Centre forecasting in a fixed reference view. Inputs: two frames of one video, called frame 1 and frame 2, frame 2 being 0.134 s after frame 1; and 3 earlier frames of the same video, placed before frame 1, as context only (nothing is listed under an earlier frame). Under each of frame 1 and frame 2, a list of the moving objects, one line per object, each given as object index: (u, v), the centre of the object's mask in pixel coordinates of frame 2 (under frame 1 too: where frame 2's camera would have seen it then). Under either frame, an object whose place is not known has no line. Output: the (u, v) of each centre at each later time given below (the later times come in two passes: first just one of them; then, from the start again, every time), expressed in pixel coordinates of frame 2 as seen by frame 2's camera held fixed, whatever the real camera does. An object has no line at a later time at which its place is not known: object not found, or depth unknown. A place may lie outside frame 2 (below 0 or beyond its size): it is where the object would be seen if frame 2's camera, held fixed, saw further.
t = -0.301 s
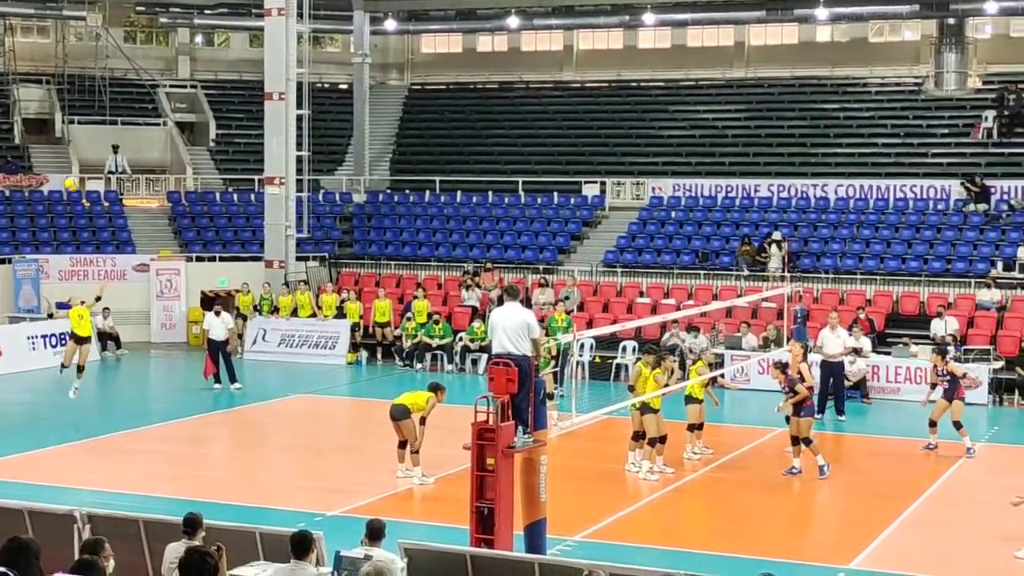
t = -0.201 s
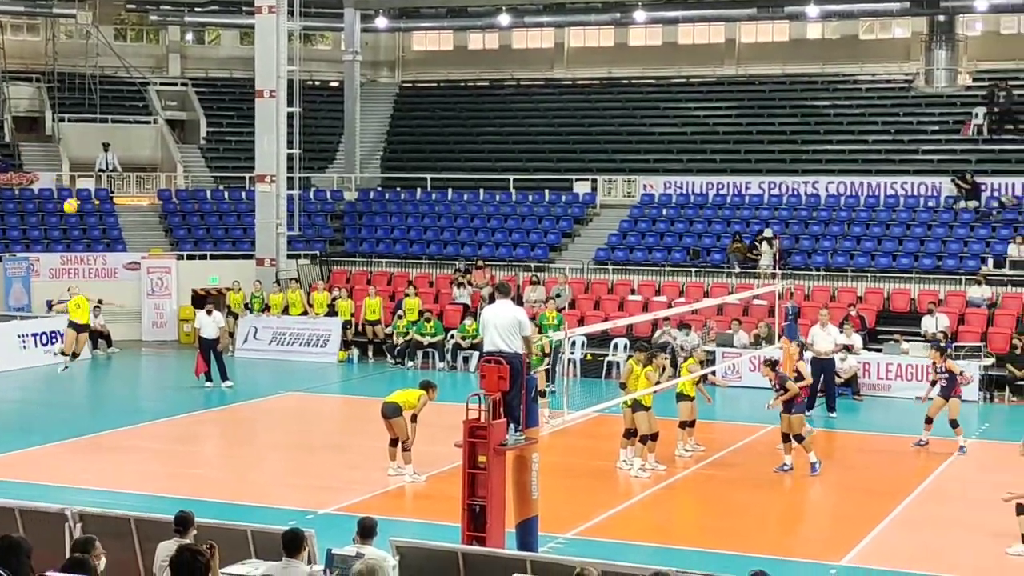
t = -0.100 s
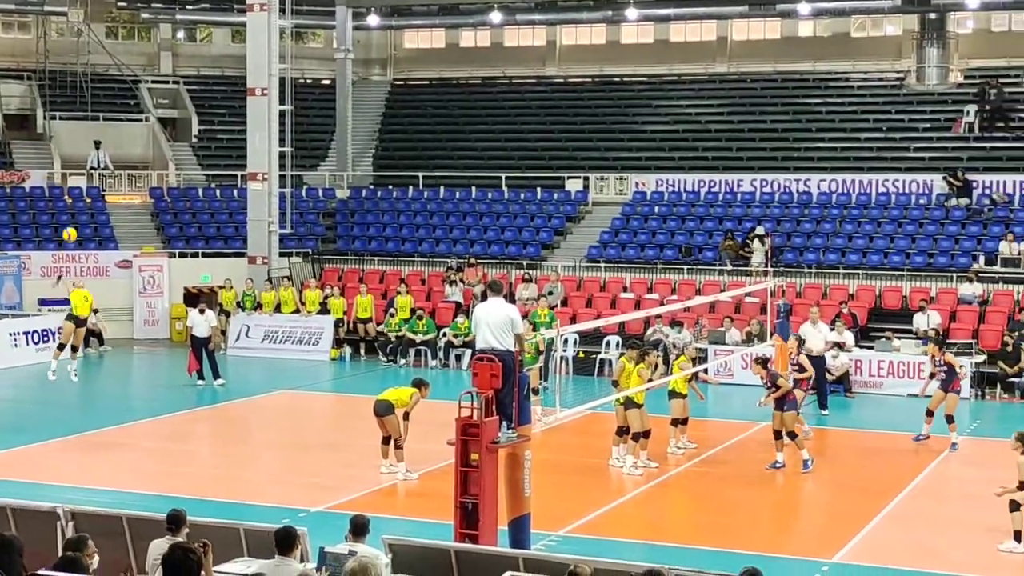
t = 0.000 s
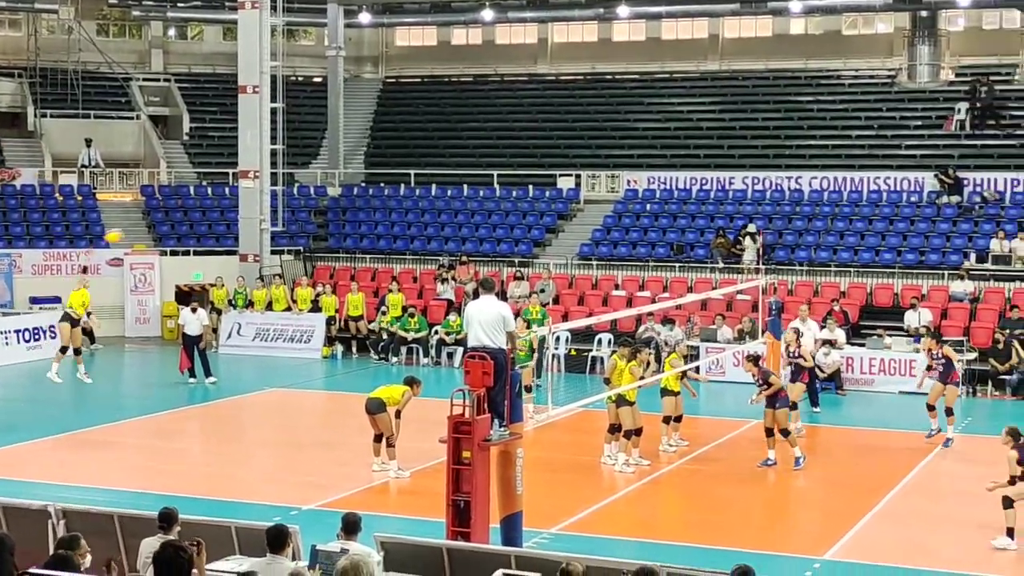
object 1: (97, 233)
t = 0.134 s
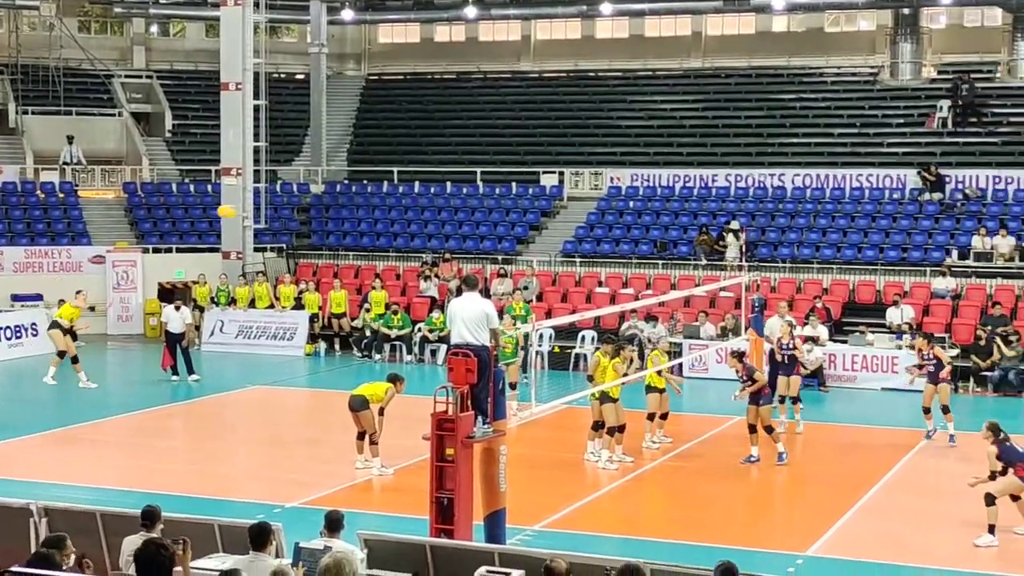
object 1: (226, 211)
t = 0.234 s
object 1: (330, 206)
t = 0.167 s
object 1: (261, 209)
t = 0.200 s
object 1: (295, 207)
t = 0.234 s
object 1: (330, 206)
